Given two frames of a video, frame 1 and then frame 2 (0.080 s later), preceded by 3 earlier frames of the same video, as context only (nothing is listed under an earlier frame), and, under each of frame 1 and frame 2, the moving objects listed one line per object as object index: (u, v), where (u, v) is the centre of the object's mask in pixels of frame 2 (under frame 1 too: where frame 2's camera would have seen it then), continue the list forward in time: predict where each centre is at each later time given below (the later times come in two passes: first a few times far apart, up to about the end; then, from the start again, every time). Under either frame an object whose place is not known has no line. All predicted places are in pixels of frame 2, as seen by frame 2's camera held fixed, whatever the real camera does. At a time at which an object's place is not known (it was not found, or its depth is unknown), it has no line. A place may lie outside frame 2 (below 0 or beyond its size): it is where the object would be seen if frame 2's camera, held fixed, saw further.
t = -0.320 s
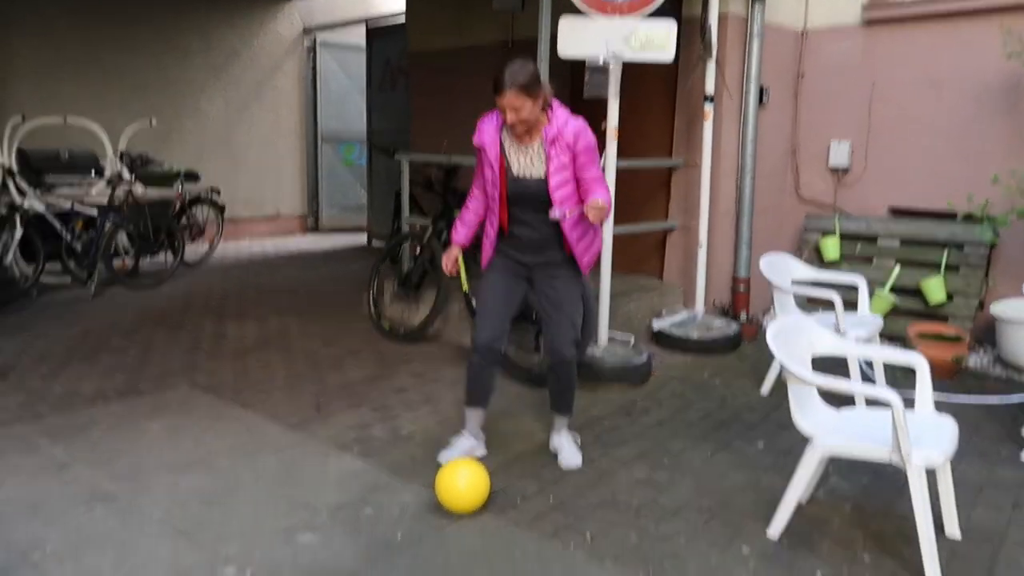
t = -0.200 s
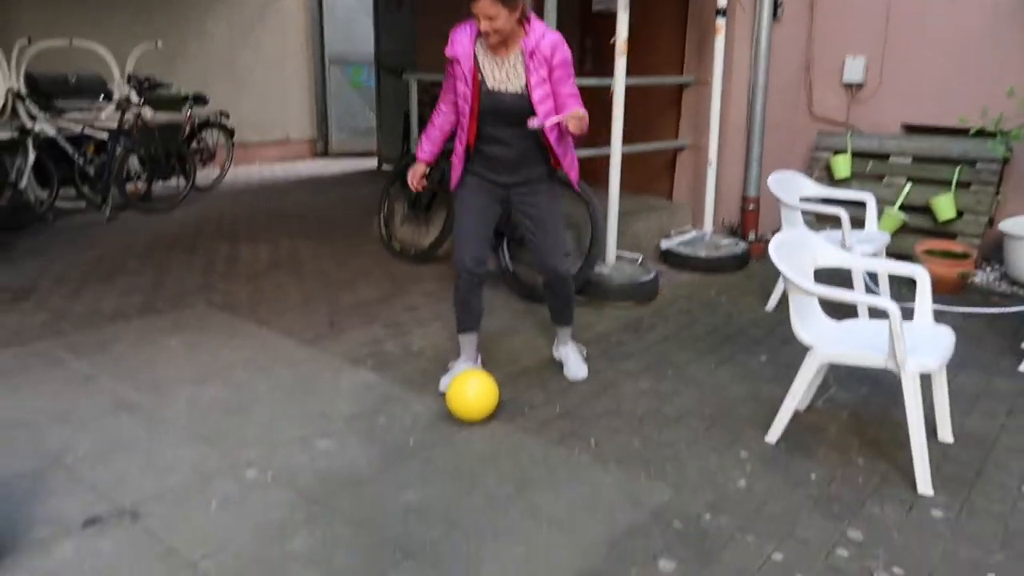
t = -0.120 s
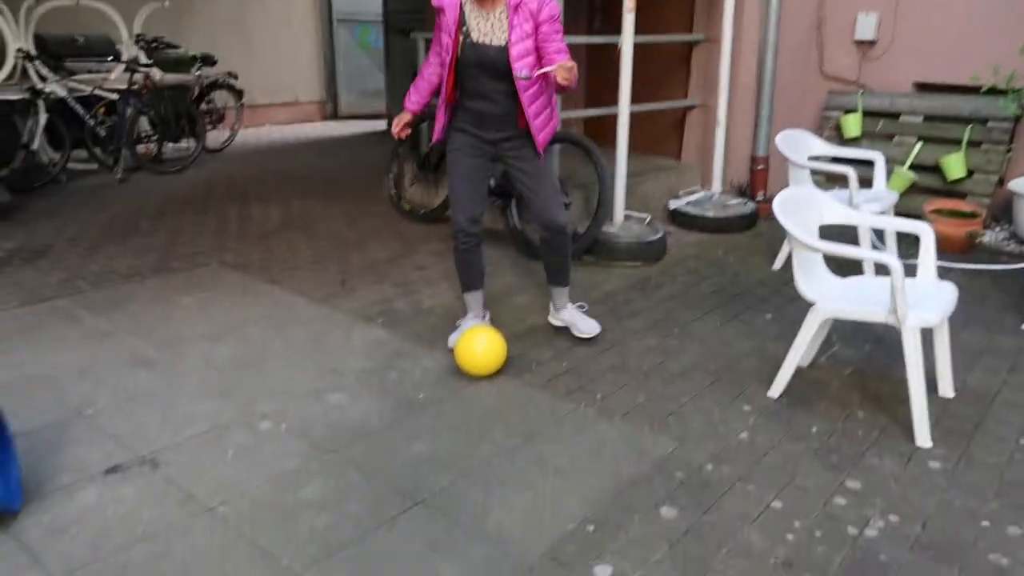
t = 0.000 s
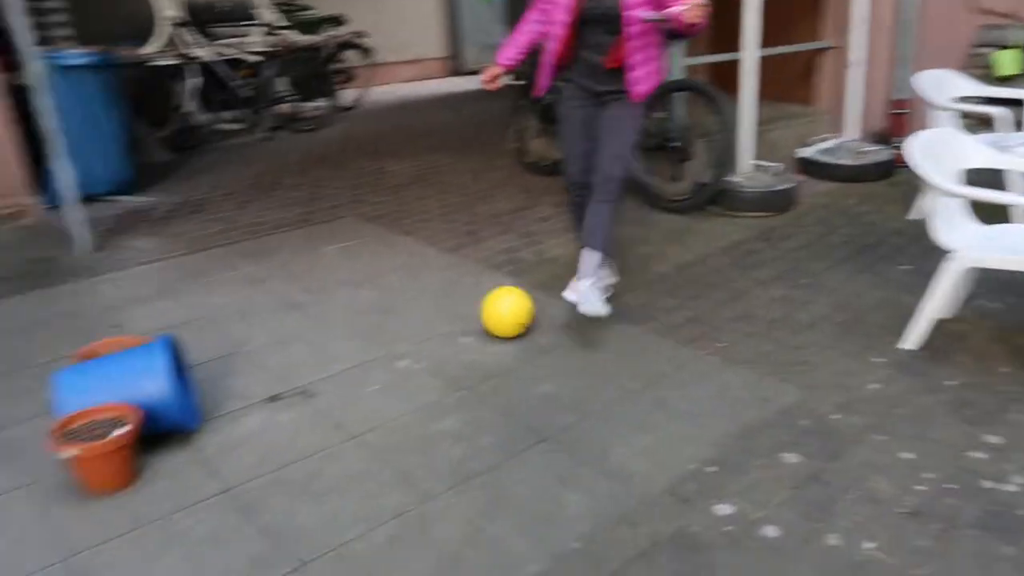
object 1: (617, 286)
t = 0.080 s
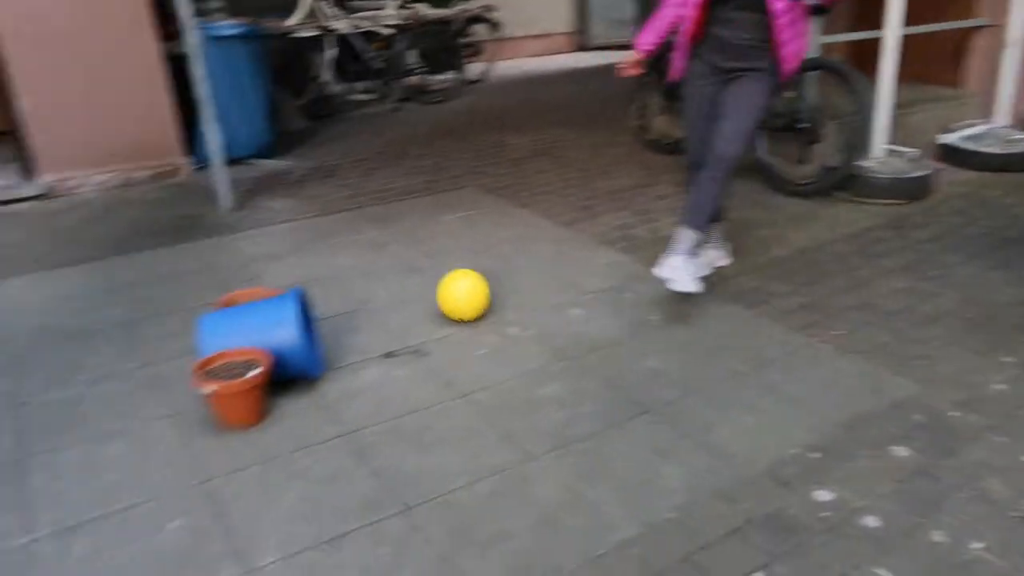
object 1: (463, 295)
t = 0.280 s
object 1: (295, 278)
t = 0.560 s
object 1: (298, 238)
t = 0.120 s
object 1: (398, 299)
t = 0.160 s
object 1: (336, 303)
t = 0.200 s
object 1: (302, 292)
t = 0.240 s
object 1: (297, 283)
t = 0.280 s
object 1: (295, 278)
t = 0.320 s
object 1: (294, 273)
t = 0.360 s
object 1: (294, 268)
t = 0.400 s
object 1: (295, 262)
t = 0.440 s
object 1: (295, 255)
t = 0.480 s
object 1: (296, 249)
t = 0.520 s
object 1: (297, 243)
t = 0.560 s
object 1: (298, 238)
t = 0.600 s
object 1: (299, 233)
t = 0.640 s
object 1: (300, 228)
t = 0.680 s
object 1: (301, 224)
